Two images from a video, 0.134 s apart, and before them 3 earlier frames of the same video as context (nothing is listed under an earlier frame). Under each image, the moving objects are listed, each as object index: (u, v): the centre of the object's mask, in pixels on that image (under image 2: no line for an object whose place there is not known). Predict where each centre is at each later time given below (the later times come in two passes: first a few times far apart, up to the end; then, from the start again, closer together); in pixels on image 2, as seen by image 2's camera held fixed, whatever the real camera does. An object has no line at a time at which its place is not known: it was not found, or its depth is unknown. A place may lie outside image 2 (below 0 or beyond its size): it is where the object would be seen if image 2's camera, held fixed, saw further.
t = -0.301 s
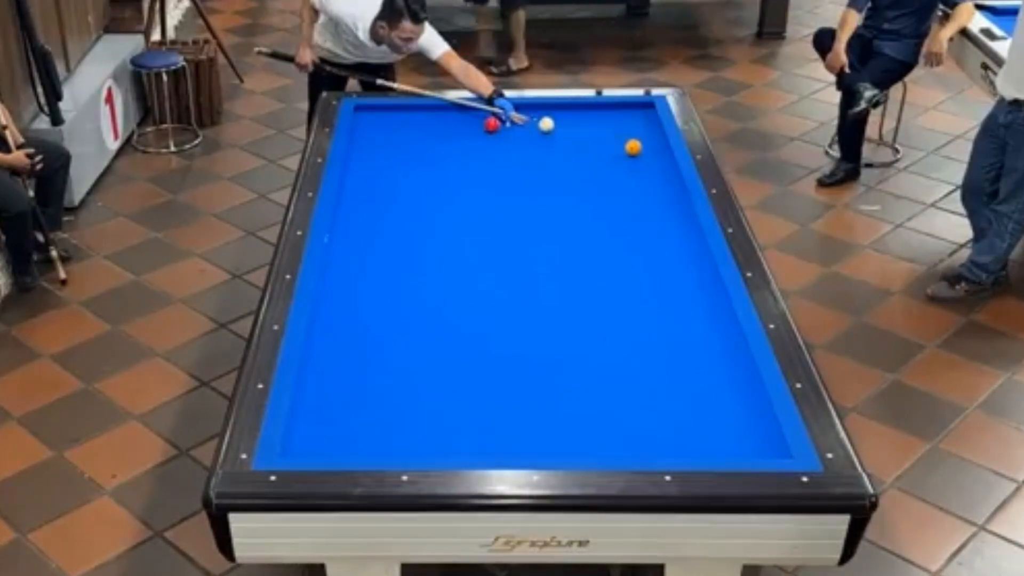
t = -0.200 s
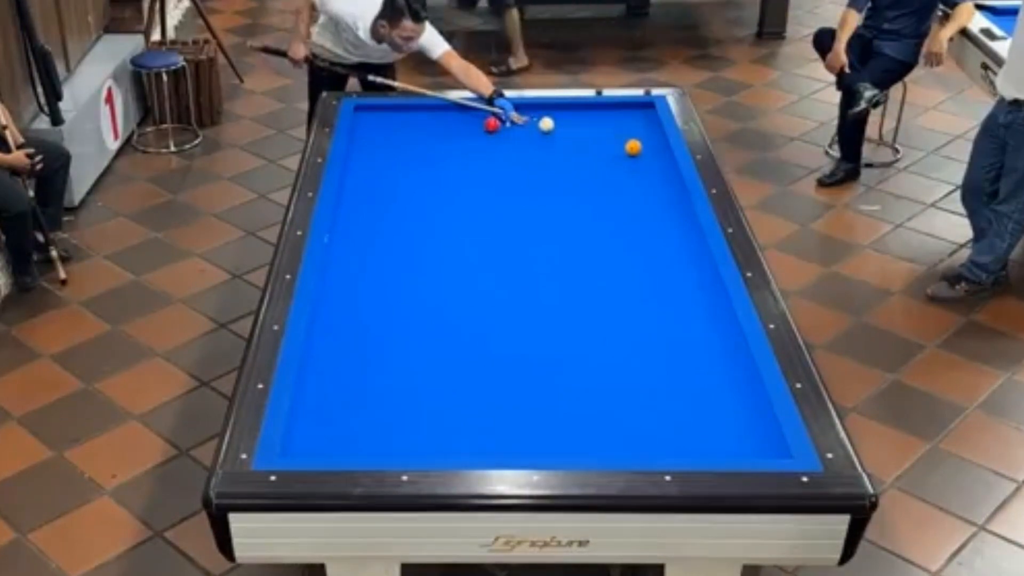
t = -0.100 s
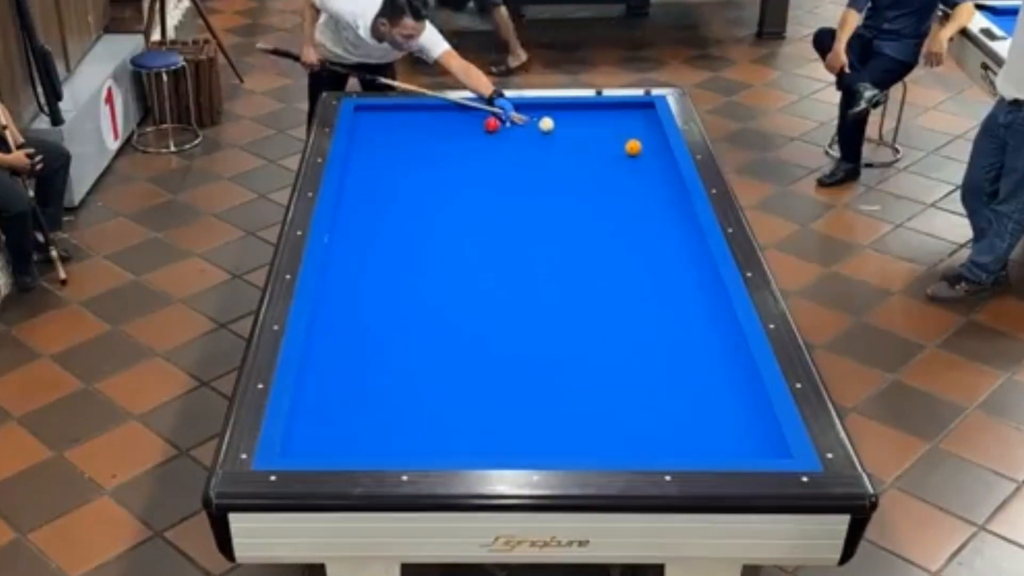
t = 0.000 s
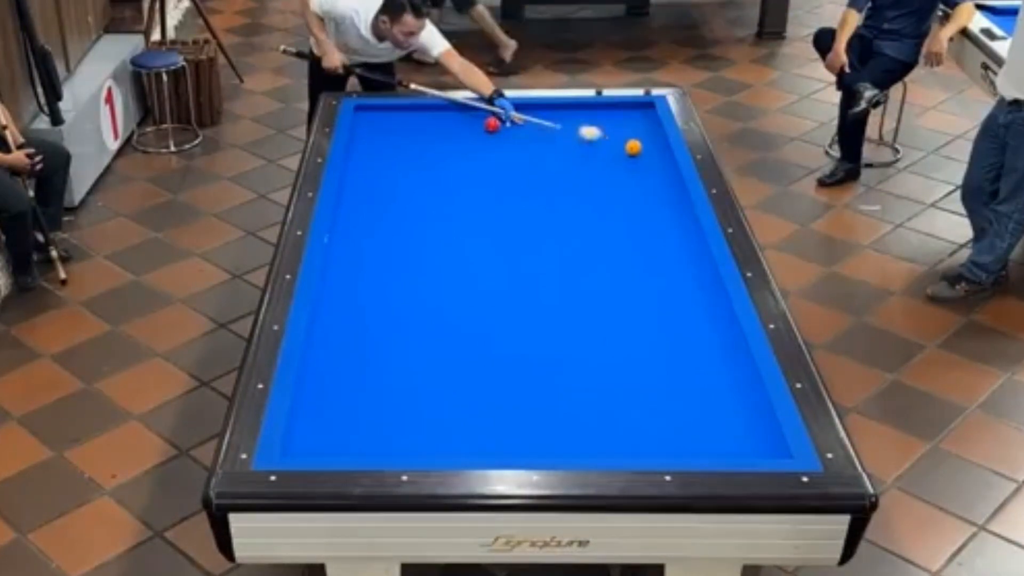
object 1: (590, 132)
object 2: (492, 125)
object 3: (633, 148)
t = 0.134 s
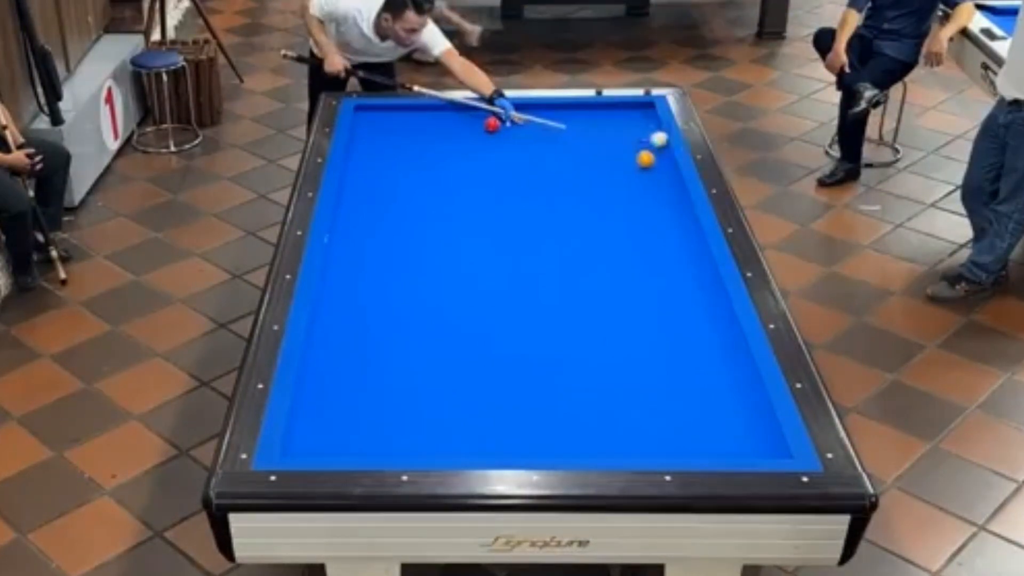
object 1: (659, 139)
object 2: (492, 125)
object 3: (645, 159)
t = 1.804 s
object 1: (446, 129)
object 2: (372, 109)
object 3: (682, 435)
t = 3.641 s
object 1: (372, 133)
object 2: (473, 118)
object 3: (585, 285)
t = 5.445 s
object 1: (364, 135)
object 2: (536, 125)
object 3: (525, 188)
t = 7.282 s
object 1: (364, 135)
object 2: (562, 128)
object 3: (487, 129)
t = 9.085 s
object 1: (364, 135)
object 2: (562, 128)
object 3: (466, 115)
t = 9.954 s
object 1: (364, 135)
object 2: (562, 128)
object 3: (461, 120)
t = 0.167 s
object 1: (650, 137)
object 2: (492, 124)
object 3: (650, 164)
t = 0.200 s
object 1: (637, 137)
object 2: (492, 124)
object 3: (656, 169)
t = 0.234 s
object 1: (626, 136)
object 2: (492, 124)
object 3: (661, 175)
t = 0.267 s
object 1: (615, 134)
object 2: (492, 124)
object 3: (667, 180)
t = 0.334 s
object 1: (596, 133)
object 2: (492, 124)
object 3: (676, 189)
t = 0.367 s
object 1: (587, 132)
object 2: (492, 124)
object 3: (679, 194)
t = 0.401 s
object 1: (578, 132)
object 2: (492, 124)
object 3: (678, 198)
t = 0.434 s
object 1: (570, 131)
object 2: (492, 124)
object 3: (678, 203)
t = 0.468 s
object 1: (562, 131)
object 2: (492, 124)
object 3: (678, 207)
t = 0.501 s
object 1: (554, 130)
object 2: (492, 124)
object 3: (678, 211)
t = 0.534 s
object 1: (546, 129)
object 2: (492, 124)
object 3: (678, 216)
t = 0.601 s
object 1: (530, 128)
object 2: (492, 124)
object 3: (678, 224)
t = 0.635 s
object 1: (521, 127)
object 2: (492, 124)
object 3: (678, 229)
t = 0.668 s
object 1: (514, 127)
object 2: (492, 125)
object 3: (678, 233)
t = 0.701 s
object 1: (506, 127)
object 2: (490, 124)
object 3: (678, 238)
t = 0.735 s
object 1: (506, 127)
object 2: (485, 123)
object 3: (678, 243)
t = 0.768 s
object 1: (505, 127)
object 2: (479, 123)
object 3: (678, 248)
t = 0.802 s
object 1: (503, 127)
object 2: (472, 122)
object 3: (678, 252)
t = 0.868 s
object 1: (499, 127)
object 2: (462, 121)
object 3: (678, 262)
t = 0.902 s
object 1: (497, 127)
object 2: (457, 120)
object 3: (678, 267)
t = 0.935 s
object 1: (495, 127)
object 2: (452, 119)
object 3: (679, 272)
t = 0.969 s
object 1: (493, 127)
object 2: (447, 119)
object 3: (679, 278)
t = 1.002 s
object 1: (491, 127)
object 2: (443, 119)
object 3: (679, 283)
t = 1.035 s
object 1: (488, 127)
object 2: (438, 118)
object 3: (679, 288)
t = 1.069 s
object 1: (486, 127)
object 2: (434, 117)
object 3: (679, 293)
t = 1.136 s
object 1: (483, 127)
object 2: (425, 116)
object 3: (679, 304)
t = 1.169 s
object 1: (481, 128)
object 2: (421, 115)
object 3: (680, 310)
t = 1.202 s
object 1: (479, 128)
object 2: (416, 115)
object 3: (680, 316)
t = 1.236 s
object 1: (477, 128)
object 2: (412, 115)
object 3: (680, 321)
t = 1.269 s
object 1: (474, 128)
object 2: (407, 114)
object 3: (680, 327)
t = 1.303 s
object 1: (473, 128)
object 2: (403, 114)
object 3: (680, 333)
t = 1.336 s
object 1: (471, 128)
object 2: (399, 113)
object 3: (680, 340)
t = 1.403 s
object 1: (467, 128)
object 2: (390, 112)
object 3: (680, 352)
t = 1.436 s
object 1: (465, 128)
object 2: (385, 111)
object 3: (680, 358)
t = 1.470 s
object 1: (463, 128)
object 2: (381, 111)
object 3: (680, 365)
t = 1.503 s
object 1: (462, 128)
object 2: (377, 111)
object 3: (680, 371)
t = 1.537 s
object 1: (460, 128)
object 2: (373, 110)
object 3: (681, 378)
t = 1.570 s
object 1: (458, 128)
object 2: (369, 109)
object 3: (681, 385)
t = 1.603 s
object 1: (456, 129)
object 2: (365, 109)
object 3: (681, 392)
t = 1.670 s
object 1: (453, 129)
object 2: (362, 109)
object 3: (681, 406)
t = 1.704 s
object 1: (451, 129)
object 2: (364, 108)
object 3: (681, 413)
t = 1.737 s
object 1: (449, 129)
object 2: (368, 109)
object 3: (681, 420)
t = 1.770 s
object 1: (448, 129)
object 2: (371, 110)
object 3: (682, 427)
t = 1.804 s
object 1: (446, 129)
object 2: (372, 109)
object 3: (682, 435)
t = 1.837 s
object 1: (445, 129)
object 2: (375, 109)
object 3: (682, 442)
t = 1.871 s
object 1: (443, 129)
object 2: (377, 109)
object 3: (682, 448)
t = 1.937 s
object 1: (439, 130)
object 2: (381, 110)
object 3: (679, 446)
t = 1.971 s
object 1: (437, 130)
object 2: (383, 110)
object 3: (676, 441)
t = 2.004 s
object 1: (436, 130)
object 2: (385, 110)
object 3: (674, 437)
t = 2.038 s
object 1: (434, 130)
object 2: (387, 110)
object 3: (672, 432)
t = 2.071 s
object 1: (433, 130)
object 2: (389, 110)
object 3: (669, 428)
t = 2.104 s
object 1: (431, 130)
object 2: (391, 110)
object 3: (666, 424)
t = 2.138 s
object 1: (429, 130)
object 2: (392, 110)
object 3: (664, 420)
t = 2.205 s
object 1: (426, 130)
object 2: (397, 111)
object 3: (660, 413)
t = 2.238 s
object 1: (425, 130)
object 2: (399, 111)
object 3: (658, 409)
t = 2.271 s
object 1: (423, 130)
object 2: (401, 112)
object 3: (656, 405)
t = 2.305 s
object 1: (422, 130)
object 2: (403, 111)
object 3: (653, 402)
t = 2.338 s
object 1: (420, 131)
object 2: (405, 112)
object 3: (651, 398)
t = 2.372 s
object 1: (419, 131)
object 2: (407, 112)
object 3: (649, 394)
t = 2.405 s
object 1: (417, 131)
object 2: (409, 112)
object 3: (647, 391)
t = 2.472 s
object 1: (414, 131)
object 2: (413, 112)
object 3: (643, 383)
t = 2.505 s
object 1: (413, 131)
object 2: (415, 113)
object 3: (641, 381)
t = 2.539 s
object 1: (412, 131)
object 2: (416, 113)
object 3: (639, 377)
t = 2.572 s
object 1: (410, 131)
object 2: (419, 113)
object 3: (637, 373)
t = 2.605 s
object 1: (409, 131)
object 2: (420, 113)
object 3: (636, 371)
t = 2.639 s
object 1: (407, 131)
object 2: (422, 113)
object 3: (634, 367)
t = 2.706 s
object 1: (404, 131)
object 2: (426, 114)
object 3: (630, 361)
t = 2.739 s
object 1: (403, 131)
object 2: (428, 114)
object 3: (628, 357)
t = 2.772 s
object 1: (402, 131)
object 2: (430, 114)
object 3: (626, 354)
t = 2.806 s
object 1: (401, 131)
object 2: (431, 114)
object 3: (624, 352)
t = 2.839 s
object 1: (400, 131)
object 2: (433, 114)
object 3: (622, 349)
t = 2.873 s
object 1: (398, 131)
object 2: (435, 114)
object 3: (621, 346)
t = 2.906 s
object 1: (397, 131)
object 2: (436, 115)
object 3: (619, 343)
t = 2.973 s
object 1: (394, 132)
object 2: (440, 115)
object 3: (615, 337)
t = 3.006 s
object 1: (393, 132)
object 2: (442, 116)
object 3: (613, 333)
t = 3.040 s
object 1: (392, 132)
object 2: (443, 116)
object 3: (612, 331)
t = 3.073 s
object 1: (391, 132)
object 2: (445, 116)
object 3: (610, 328)
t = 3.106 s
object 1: (389, 132)
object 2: (447, 116)
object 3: (609, 325)
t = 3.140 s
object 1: (388, 132)
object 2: (448, 116)
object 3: (607, 323)
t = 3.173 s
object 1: (387, 132)
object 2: (450, 116)
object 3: (606, 320)
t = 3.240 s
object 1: (384, 133)
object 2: (454, 117)
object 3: (602, 314)
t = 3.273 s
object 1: (383, 133)
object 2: (455, 117)
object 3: (601, 312)
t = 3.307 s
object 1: (382, 133)
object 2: (457, 117)
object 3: (599, 309)
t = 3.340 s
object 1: (381, 133)
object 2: (459, 117)
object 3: (598, 307)
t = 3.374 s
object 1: (380, 133)
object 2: (460, 117)
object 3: (596, 304)
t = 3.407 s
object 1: (379, 133)
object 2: (462, 117)
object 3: (595, 302)
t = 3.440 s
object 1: (378, 133)
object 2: (463, 117)
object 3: (593, 299)
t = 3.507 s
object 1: (376, 133)
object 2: (467, 118)
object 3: (591, 294)
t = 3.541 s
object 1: (375, 133)
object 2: (468, 118)
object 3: (589, 292)
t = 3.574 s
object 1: (374, 133)
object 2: (470, 118)
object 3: (587, 290)
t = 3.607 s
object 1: (373, 133)
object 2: (471, 118)
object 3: (586, 287)
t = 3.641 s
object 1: (372, 133)
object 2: (473, 118)
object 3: (585, 285)
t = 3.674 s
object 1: (371, 133)
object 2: (475, 118)
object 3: (584, 282)
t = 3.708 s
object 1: (370, 133)
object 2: (475, 118)
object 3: (582, 280)
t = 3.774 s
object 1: (368, 134)
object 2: (478, 118)
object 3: (579, 275)
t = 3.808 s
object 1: (367, 134)
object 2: (480, 119)
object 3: (578, 273)
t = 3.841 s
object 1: (366, 134)
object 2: (481, 119)
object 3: (577, 271)
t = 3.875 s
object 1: (365, 134)
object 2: (483, 119)
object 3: (576, 269)
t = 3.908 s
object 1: (364, 134)
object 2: (484, 119)
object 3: (574, 267)
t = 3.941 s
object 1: (363, 134)
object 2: (486, 120)
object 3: (573, 265)
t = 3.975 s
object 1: (363, 134)
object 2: (487, 120)
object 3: (572, 263)
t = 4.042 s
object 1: (361, 134)
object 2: (490, 120)
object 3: (570, 258)
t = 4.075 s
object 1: (360, 134)
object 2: (491, 120)
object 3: (568, 256)
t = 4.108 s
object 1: (359, 134)
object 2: (493, 120)
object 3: (567, 254)
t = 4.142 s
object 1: (358, 134)
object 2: (494, 121)
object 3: (566, 252)
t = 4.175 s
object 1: (358, 134)
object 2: (495, 121)
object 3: (565, 250)
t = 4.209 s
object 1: (357, 134)
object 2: (496, 121)
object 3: (564, 249)
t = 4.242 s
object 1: (356, 134)
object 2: (498, 121)
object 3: (562, 246)
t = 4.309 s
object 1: (356, 134)
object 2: (500, 121)
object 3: (560, 243)
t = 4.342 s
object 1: (357, 134)
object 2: (502, 121)
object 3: (559, 241)
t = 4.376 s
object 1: (357, 135)
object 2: (502, 121)
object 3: (558, 239)
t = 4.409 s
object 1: (357, 135)
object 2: (504, 122)
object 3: (557, 237)
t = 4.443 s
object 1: (358, 135)
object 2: (505, 122)
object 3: (555, 235)
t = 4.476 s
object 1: (358, 135)
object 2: (506, 122)
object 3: (555, 234)
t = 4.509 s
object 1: (358, 135)
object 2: (508, 122)
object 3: (554, 232)
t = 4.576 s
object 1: (359, 135)
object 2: (510, 122)
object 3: (551, 228)
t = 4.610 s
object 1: (359, 135)
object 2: (511, 122)
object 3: (550, 227)
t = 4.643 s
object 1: (360, 135)
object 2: (512, 122)
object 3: (549, 225)
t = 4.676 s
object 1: (361, 134)
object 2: (513, 122)
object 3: (548, 223)
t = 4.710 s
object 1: (361, 134)
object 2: (514, 122)
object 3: (547, 221)
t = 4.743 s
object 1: (361, 134)
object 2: (516, 123)
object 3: (546, 220)
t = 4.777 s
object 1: (361, 134)
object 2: (517, 123)
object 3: (545, 218)
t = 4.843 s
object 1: (361, 134)
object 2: (518, 123)
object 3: (542, 215)
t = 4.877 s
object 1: (362, 134)
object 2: (519, 123)
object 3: (541, 213)
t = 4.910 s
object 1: (362, 134)
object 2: (520, 123)
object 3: (541, 212)
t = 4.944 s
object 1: (363, 134)
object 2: (522, 124)
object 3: (540, 210)
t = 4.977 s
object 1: (363, 135)
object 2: (522, 124)
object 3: (539, 208)
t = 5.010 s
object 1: (363, 135)
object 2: (524, 124)
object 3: (538, 207)
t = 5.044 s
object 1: (363, 135)
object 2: (525, 124)
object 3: (536, 205)
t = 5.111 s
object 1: (363, 135)
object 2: (527, 124)
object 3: (534, 202)
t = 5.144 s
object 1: (363, 135)
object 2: (528, 124)
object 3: (534, 200)
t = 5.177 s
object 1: (364, 135)
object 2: (529, 124)
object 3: (533, 199)
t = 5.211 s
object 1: (364, 135)
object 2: (530, 124)
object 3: (532, 197)
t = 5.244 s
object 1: (364, 135)
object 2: (531, 125)
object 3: (531, 196)
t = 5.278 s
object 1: (364, 135)
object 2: (532, 125)
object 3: (530, 195)
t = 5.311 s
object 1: (364, 135)
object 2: (532, 125)
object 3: (529, 193)
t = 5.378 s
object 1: (364, 135)
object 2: (534, 125)
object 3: (527, 190)
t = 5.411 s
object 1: (364, 135)
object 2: (535, 125)
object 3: (526, 189)
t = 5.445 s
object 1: (364, 135)
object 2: (536, 125)
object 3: (525, 188)
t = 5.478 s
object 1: (364, 135)
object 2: (536, 125)
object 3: (524, 186)
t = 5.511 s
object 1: (364, 135)
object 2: (537, 125)
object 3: (523, 185)
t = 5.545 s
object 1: (364, 135)
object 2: (538, 125)
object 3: (523, 183)
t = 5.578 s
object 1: (364, 135)
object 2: (539, 125)
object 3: (522, 182)
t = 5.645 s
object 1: (364, 135)
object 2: (541, 125)
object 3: (520, 180)
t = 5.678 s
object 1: (364, 135)
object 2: (541, 125)
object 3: (519, 179)
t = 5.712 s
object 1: (364, 135)
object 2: (542, 125)
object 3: (519, 177)
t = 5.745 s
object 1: (364, 135)
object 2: (543, 125)
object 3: (518, 176)
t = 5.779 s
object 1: (364, 135)
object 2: (544, 125)
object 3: (517, 175)
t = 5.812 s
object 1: (364, 135)
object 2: (544, 125)
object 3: (516, 174)
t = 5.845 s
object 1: (364, 135)
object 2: (545, 125)
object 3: (515, 172)
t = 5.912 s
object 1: (364, 135)
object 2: (546, 126)
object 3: (514, 170)
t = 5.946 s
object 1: (364, 135)
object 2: (547, 126)
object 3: (513, 168)
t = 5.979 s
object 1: (364, 135)
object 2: (548, 126)
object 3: (512, 167)
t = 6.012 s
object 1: (364, 135)
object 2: (548, 126)
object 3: (512, 166)
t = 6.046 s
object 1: (364, 135)
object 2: (549, 126)
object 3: (511, 165)
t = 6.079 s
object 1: (364, 135)
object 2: (550, 126)
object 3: (510, 164)
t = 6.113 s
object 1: (364, 135)
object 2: (550, 126)
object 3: (510, 162)
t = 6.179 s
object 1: (364, 135)
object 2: (551, 126)
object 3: (508, 160)
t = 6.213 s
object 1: (364, 135)
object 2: (552, 126)
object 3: (507, 159)
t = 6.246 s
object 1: (364, 135)
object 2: (552, 126)
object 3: (507, 158)
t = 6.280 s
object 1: (364, 135)
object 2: (553, 126)
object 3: (506, 157)
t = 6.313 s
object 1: (364, 135)
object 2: (553, 127)
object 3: (505, 156)
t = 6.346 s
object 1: (364, 135)
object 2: (554, 127)
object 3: (504, 155)
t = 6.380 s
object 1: (364, 135)
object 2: (554, 127)
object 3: (504, 154)
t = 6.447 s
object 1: (364, 135)
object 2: (555, 127)
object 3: (502, 152)
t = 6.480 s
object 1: (364, 135)
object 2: (556, 127)
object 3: (502, 150)
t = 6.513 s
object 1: (364, 135)
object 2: (556, 127)
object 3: (501, 150)
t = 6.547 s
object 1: (364, 135)
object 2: (556, 127)
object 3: (501, 148)
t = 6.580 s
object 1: (364, 135)
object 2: (557, 127)
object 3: (500, 148)
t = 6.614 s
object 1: (364, 135)
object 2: (557, 127)
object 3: (500, 147)
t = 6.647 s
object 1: (364, 135)
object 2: (558, 127)
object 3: (499, 145)
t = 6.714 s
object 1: (364, 135)
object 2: (558, 127)
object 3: (498, 144)
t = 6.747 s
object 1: (364, 135)
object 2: (559, 127)
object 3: (497, 143)
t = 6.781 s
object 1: (364, 135)
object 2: (559, 127)
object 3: (496, 142)
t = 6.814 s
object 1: (364, 135)
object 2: (559, 127)
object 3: (495, 140)
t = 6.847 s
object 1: (364, 135)
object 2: (559, 127)
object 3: (495, 140)
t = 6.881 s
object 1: (364, 135)
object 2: (560, 127)
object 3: (495, 139)
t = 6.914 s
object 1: (364, 135)
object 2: (560, 127)
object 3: (494, 138)
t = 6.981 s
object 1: (364, 135)
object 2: (560, 127)
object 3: (492, 136)
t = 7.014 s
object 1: (364, 135)
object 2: (560, 127)
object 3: (492, 135)
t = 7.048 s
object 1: (364, 135)
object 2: (561, 127)
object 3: (491, 134)
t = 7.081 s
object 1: (364, 135)
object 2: (561, 127)
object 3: (490, 133)
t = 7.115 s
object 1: (364, 135)
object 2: (561, 127)
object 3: (489, 132)
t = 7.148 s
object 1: (364, 135)
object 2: (561, 127)
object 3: (489, 132)
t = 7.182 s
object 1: (364, 135)
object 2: (561, 128)
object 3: (489, 131)
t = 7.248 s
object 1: (364, 135)
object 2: (562, 128)
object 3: (487, 129)
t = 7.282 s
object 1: (364, 135)
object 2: (562, 128)
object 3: (487, 129)
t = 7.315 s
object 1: (364, 135)
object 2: (562, 127)
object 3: (486, 128)
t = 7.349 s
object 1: (364, 135)
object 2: (562, 128)
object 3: (486, 127)
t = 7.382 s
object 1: (364, 135)
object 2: (562, 127)
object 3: (485, 126)
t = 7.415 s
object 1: (364, 135)
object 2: (562, 128)
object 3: (485, 125)
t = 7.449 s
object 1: (364, 135)
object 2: (562, 128)
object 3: (484, 125)
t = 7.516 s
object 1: (364, 135)
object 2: (562, 128)
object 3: (484, 124)
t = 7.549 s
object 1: (364, 135)
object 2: (562, 128)
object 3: (483, 122)
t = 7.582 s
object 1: (364, 135)
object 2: (562, 128)
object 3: (482, 121)
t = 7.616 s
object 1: (364, 135)
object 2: (562, 128)
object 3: (482, 121)
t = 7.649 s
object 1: (364, 135)
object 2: (562, 128)
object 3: (481, 120)
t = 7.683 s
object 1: (364, 135)
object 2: (562, 128)
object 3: (481, 119)
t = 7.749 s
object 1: (364, 135)
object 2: (562, 128)
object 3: (480, 117)
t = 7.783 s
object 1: (364, 135)
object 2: (562, 128)
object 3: (479, 117)
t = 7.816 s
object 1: (364, 135)
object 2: (562, 128)
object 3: (478, 116)
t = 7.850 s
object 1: (364, 135)
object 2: (562, 128)
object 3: (478, 116)
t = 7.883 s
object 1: (364, 135)
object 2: (562, 128)
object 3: (477, 115)
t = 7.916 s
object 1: (364, 135)
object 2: (562, 128)
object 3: (477, 114)
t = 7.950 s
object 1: (364, 135)
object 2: (562, 128)
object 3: (476, 113)
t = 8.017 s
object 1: (364, 135)
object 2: (562, 128)
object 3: (475, 112)
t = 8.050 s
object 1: (364, 135)
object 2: (562, 128)
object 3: (475, 112)
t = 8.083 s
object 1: (364, 135)
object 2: (562, 128)
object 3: (474, 111)
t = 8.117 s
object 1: (364, 135)
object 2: (562, 128)
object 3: (474, 110)
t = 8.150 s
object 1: (364, 135)
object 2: (562, 128)
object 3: (474, 110)
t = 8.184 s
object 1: (364, 135)
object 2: (562, 128)
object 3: (473, 109)
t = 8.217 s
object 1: (364, 135)
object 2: (562, 128)
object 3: (473, 109)
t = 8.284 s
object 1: (364, 135)
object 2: (562, 128)
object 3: (472, 107)
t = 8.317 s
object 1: (364, 135)
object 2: (562, 128)
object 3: (472, 108)
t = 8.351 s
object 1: (364, 135)
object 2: (562, 128)
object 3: (472, 108)
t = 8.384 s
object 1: (364, 135)
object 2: (562, 128)
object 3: (471, 108)
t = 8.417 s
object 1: (364, 135)
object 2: (562, 128)
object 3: (471, 108)
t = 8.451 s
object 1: (364, 135)
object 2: (562, 128)
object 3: (470, 109)
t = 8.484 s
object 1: (364, 135)
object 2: (562, 128)
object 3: (470, 109)
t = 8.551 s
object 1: (364, 135)
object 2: (562, 128)
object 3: (470, 109)
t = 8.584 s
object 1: (364, 135)
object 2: (562, 128)
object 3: (470, 109)
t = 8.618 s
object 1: (364, 135)
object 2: (562, 128)
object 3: (469, 110)
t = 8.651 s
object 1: (364, 135)
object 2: (562, 128)
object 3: (469, 110)
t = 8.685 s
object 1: (364, 135)
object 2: (562, 128)
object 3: (469, 111)
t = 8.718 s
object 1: (364, 135)
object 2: (562, 128)
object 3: (469, 111)
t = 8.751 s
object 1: (364, 135)
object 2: (562, 128)
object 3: (468, 111)
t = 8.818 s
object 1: (364, 135)
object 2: (562, 128)
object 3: (468, 112)
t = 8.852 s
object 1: (364, 135)
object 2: (562, 128)
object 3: (467, 112)
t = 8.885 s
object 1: (364, 135)
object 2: (562, 128)
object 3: (467, 113)
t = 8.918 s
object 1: (364, 135)
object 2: (562, 128)
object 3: (467, 113)
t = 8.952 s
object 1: (364, 135)
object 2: (562, 128)
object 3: (467, 114)
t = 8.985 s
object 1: (364, 135)
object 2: (562, 128)
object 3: (467, 114)
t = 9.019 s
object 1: (364, 135)
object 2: (562, 128)
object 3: (466, 114)
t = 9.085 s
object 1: (364, 135)
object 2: (562, 128)
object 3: (466, 115)
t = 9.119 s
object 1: (364, 135)
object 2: (562, 128)
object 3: (466, 115)
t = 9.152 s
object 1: (364, 135)
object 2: (562, 128)
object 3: (466, 115)
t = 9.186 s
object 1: (364, 135)
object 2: (562, 128)
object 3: (465, 115)
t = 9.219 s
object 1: (364, 135)
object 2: (562, 128)
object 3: (465, 116)
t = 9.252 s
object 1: (364, 135)
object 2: (562, 128)
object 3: (465, 116)
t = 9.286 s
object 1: (364, 135)
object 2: (562, 128)
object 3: (465, 116)
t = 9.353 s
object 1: (364, 135)
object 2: (562, 128)
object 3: (464, 117)
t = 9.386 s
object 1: (364, 135)
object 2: (562, 128)
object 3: (464, 117)
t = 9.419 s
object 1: (364, 135)
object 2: (562, 128)
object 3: (464, 117)
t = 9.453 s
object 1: (364, 135)
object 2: (562, 128)
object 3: (464, 117)
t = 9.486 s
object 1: (364, 135)
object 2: (562, 128)
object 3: (464, 117)
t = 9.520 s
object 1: (364, 135)
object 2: (562, 128)
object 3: (464, 117)
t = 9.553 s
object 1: (364, 135)
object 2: (562, 128)
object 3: (463, 117)
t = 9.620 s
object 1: (364, 135)
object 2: (562, 128)
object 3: (463, 118)
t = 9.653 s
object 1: (364, 135)
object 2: (562, 128)
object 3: (463, 118)
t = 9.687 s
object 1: (364, 135)
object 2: (562, 128)
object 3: (463, 118)
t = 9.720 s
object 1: (364, 135)
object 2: (562, 128)
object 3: (462, 119)
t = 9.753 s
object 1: (364, 135)
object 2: (562, 128)
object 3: (462, 119)
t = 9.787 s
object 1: (364, 135)
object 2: (562, 128)
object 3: (462, 119)
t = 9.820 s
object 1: (364, 135)
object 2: (562, 128)
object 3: (462, 119)
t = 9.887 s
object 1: (364, 135)
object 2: (562, 128)
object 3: (462, 119)
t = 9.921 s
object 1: (364, 135)
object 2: (562, 128)
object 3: (462, 119)
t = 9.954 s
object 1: (364, 135)
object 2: (562, 128)
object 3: (461, 120)
